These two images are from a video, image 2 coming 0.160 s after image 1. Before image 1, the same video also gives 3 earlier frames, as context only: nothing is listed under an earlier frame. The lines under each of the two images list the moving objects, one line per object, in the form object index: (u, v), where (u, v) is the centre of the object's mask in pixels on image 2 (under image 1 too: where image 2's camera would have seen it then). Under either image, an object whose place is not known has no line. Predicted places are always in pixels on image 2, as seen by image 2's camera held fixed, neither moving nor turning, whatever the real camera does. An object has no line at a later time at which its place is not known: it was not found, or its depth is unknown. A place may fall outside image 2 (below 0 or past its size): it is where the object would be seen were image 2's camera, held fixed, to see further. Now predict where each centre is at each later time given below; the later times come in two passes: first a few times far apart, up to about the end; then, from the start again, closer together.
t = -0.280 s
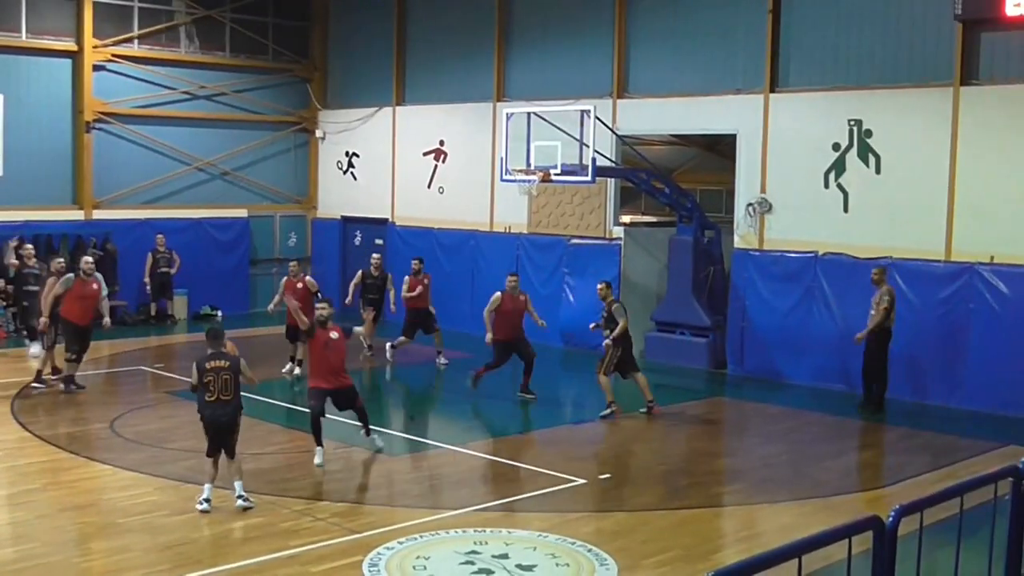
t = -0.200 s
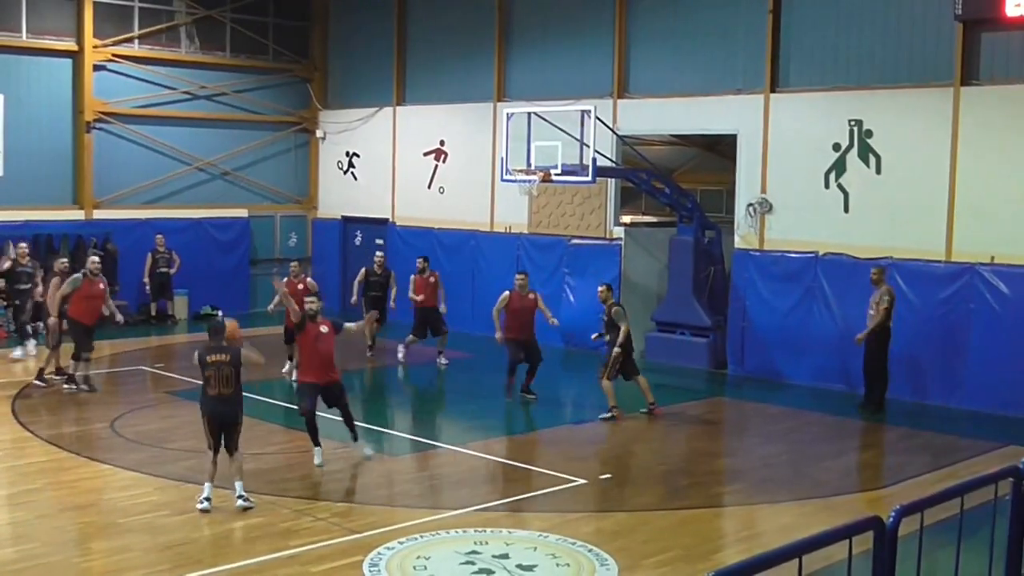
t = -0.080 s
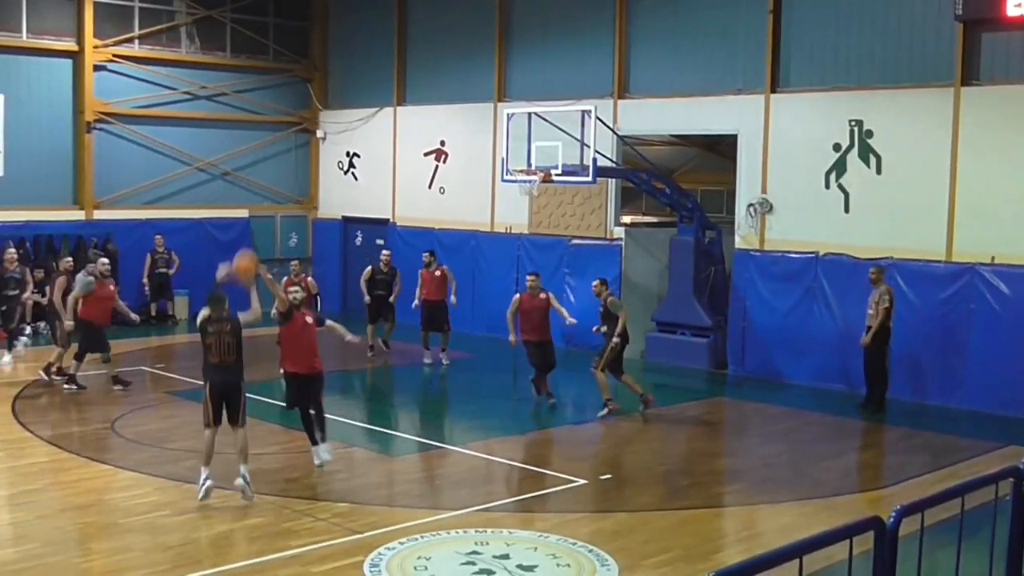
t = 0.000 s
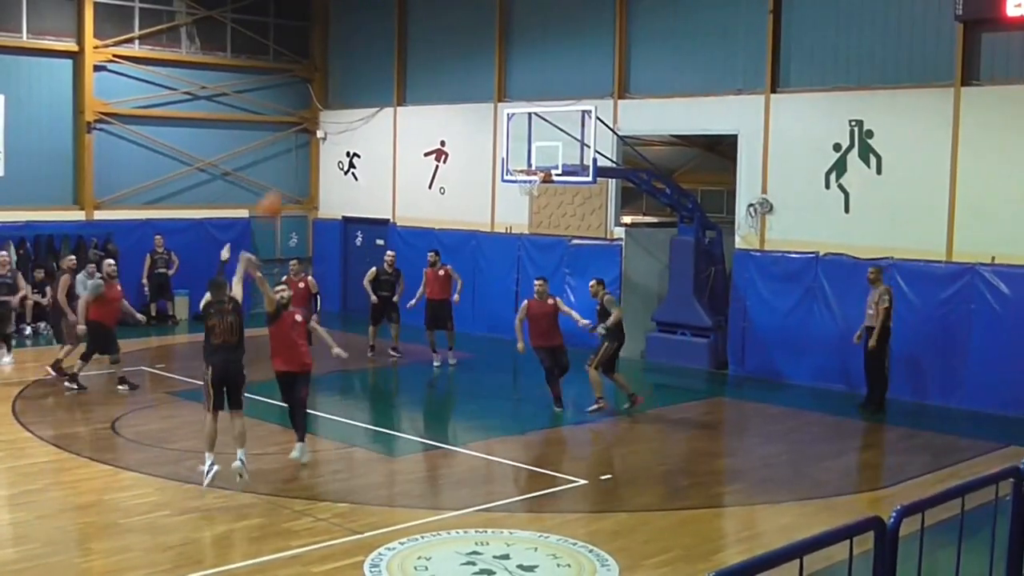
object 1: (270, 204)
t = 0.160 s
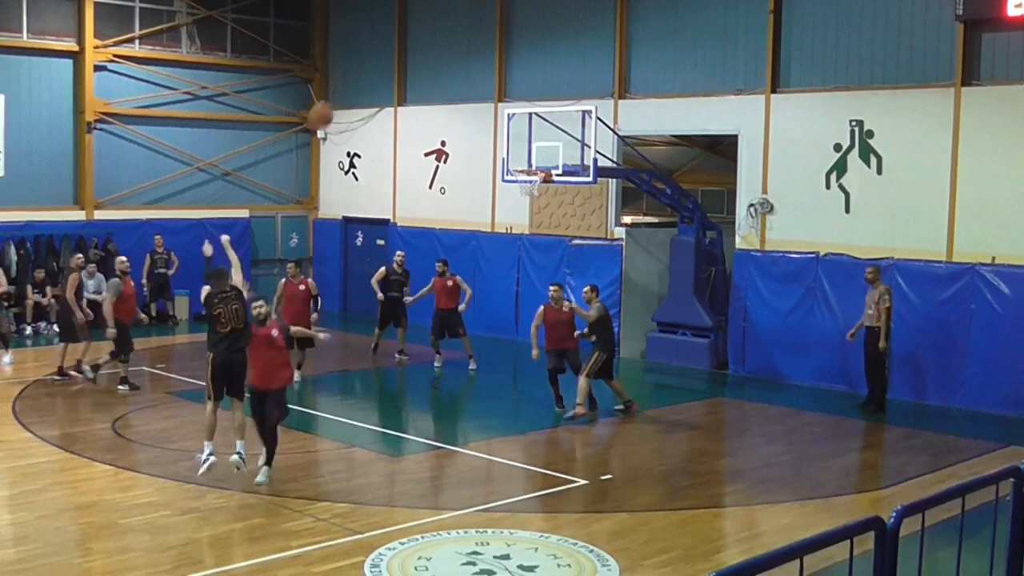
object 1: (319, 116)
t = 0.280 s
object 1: (354, 70)
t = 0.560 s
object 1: (420, 25)
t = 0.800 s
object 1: (466, 41)
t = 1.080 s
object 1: (510, 109)
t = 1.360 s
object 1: (543, 143)
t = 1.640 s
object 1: (527, 125)
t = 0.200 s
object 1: (333, 97)
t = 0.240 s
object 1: (344, 82)
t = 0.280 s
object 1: (354, 70)
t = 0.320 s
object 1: (364, 59)
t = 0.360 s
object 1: (375, 49)
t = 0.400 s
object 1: (384, 41)
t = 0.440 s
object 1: (394, 35)
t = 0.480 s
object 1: (403, 30)
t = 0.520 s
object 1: (411, 27)
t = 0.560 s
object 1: (420, 25)
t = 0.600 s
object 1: (428, 24)
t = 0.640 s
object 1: (436, 25)
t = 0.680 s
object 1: (444, 28)
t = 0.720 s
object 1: (451, 31)
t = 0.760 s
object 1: (459, 36)
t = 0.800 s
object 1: (466, 41)
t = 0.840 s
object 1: (473, 48)
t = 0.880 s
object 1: (479, 56)
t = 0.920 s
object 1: (485, 64)
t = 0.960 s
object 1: (492, 74)
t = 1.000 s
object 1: (498, 84)
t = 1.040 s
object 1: (504, 96)
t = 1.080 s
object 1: (510, 109)
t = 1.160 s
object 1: (521, 137)
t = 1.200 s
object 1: (526, 153)
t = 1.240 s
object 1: (532, 162)
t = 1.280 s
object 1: (535, 154)
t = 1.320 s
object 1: (539, 148)
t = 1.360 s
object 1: (543, 143)
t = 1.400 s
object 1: (547, 138)
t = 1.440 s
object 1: (546, 134)
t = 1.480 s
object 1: (542, 130)
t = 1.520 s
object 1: (539, 127)
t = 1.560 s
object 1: (535, 125)
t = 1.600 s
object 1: (531, 125)
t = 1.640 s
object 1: (527, 125)
